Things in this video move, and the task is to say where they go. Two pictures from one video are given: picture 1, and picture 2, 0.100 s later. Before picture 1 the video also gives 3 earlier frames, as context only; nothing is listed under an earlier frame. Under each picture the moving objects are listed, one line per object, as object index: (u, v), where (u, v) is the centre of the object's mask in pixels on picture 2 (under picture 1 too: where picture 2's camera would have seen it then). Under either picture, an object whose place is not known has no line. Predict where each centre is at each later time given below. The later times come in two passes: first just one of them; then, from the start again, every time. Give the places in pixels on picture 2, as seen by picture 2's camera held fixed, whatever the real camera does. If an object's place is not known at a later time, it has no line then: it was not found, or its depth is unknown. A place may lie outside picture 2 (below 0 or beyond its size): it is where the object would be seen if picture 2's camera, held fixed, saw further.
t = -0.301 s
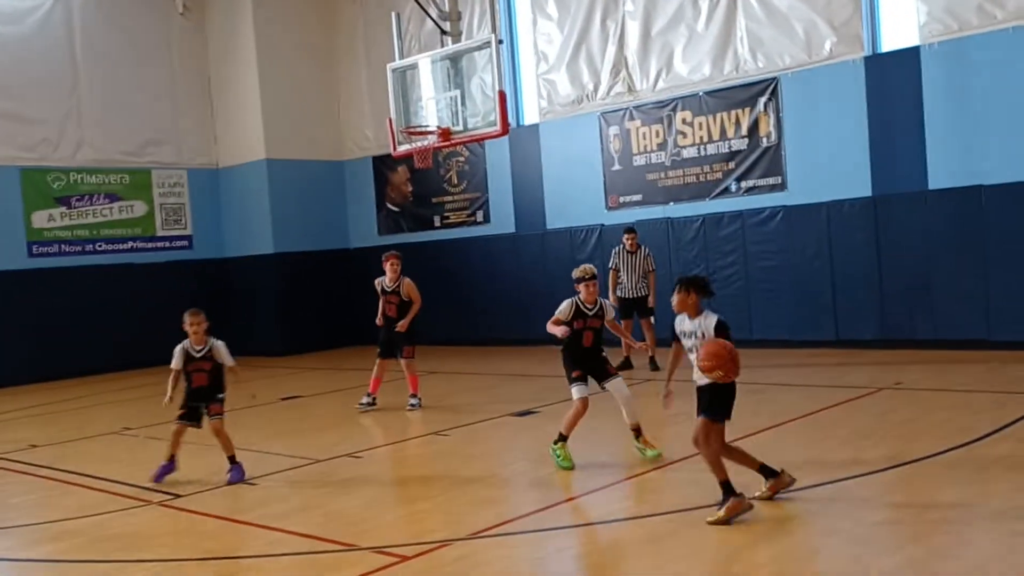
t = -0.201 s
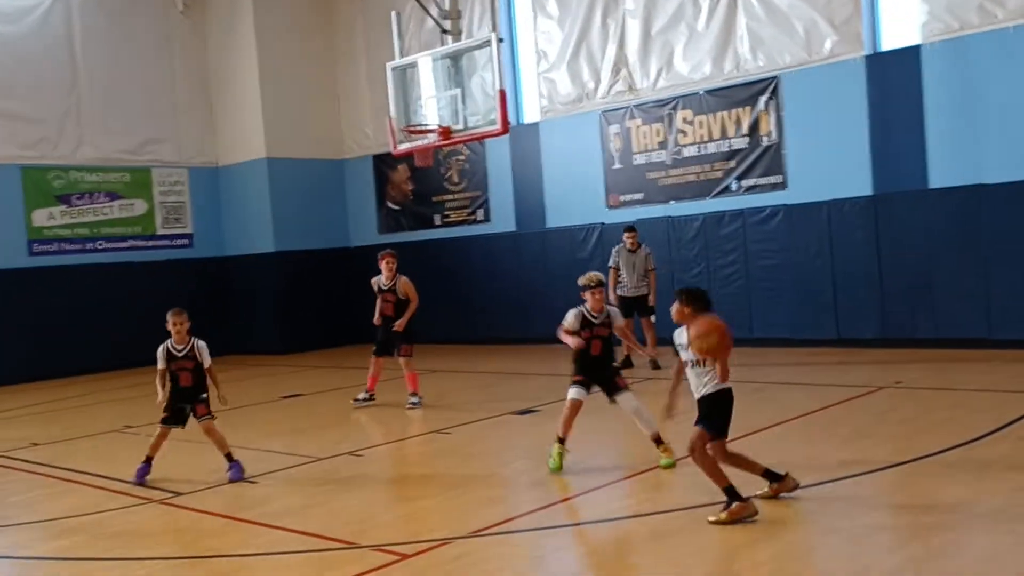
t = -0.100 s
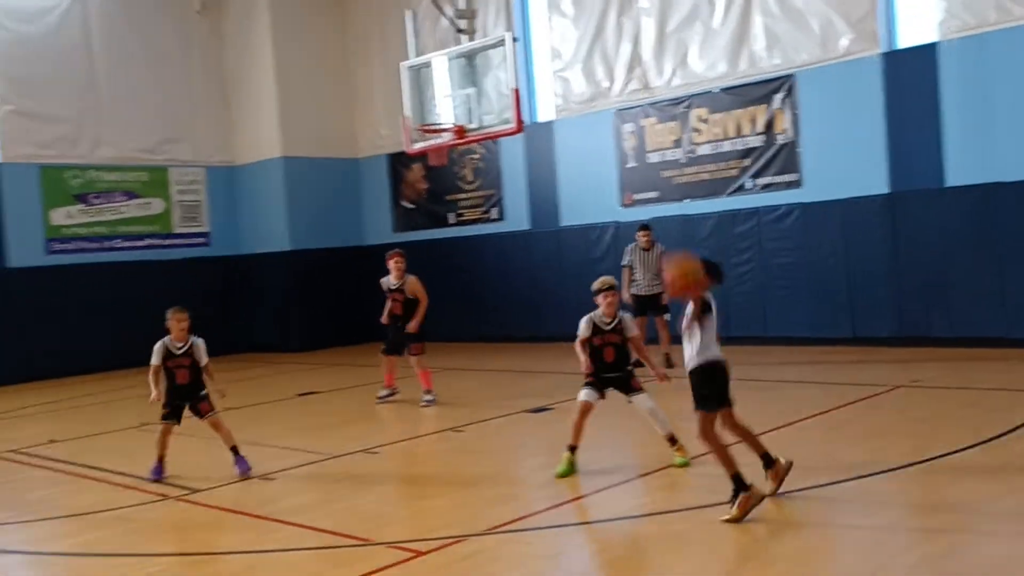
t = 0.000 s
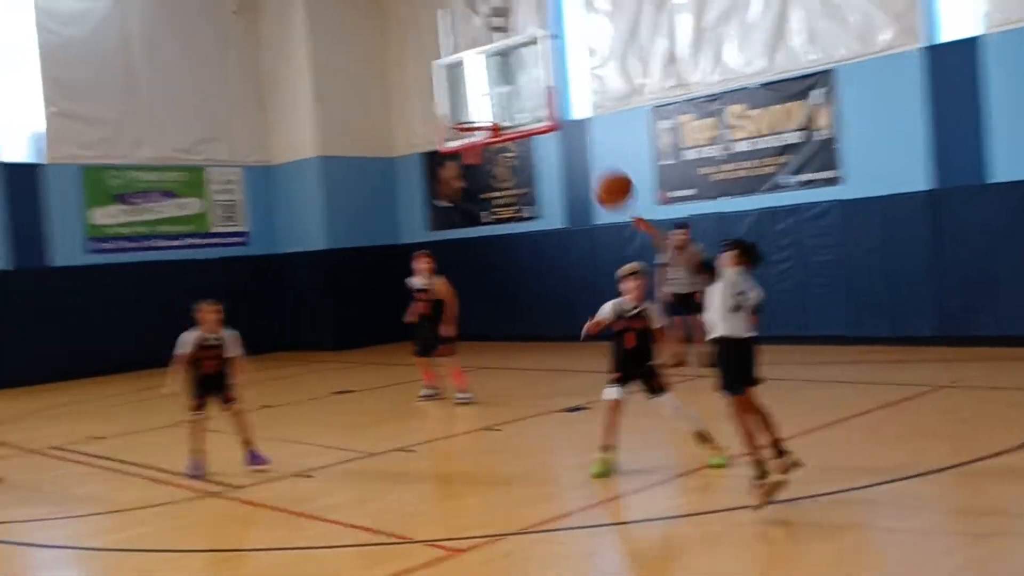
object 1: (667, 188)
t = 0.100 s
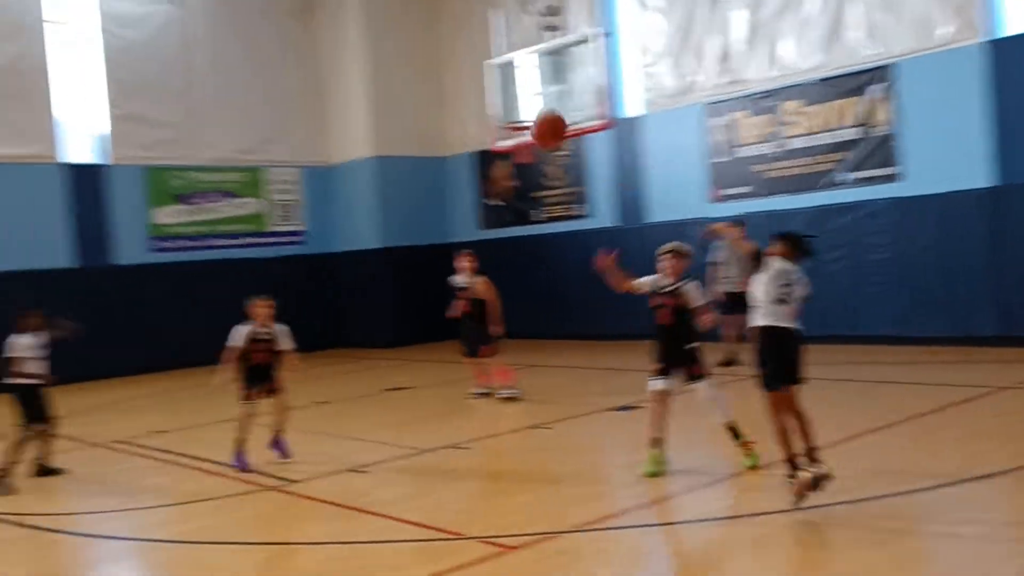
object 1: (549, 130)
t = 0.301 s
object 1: (369, 76)
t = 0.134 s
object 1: (513, 116)
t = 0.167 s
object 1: (482, 103)
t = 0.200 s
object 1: (450, 93)
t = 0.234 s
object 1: (422, 85)
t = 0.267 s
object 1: (395, 80)
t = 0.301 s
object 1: (369, 76)
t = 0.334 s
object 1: (344, 74)
